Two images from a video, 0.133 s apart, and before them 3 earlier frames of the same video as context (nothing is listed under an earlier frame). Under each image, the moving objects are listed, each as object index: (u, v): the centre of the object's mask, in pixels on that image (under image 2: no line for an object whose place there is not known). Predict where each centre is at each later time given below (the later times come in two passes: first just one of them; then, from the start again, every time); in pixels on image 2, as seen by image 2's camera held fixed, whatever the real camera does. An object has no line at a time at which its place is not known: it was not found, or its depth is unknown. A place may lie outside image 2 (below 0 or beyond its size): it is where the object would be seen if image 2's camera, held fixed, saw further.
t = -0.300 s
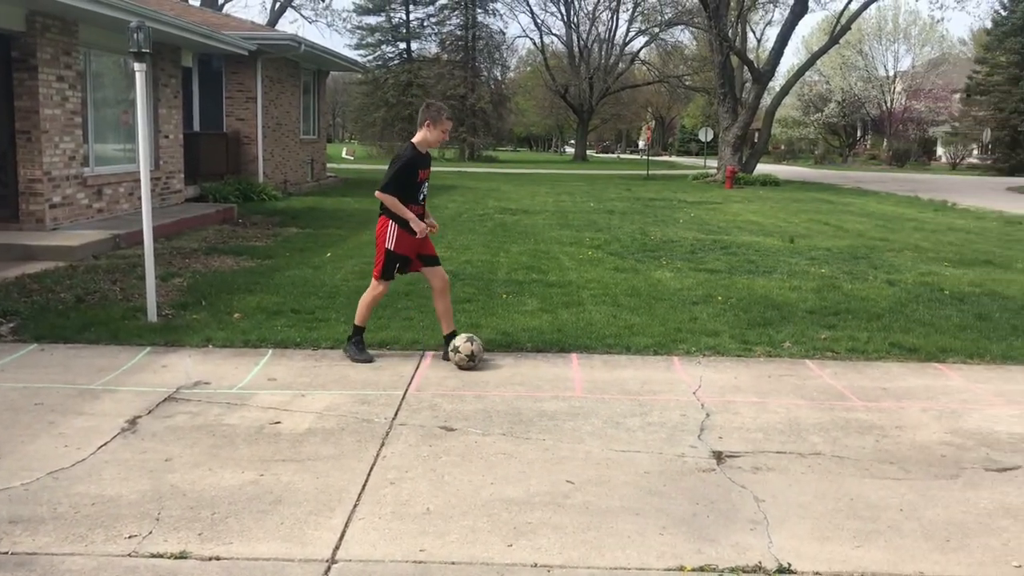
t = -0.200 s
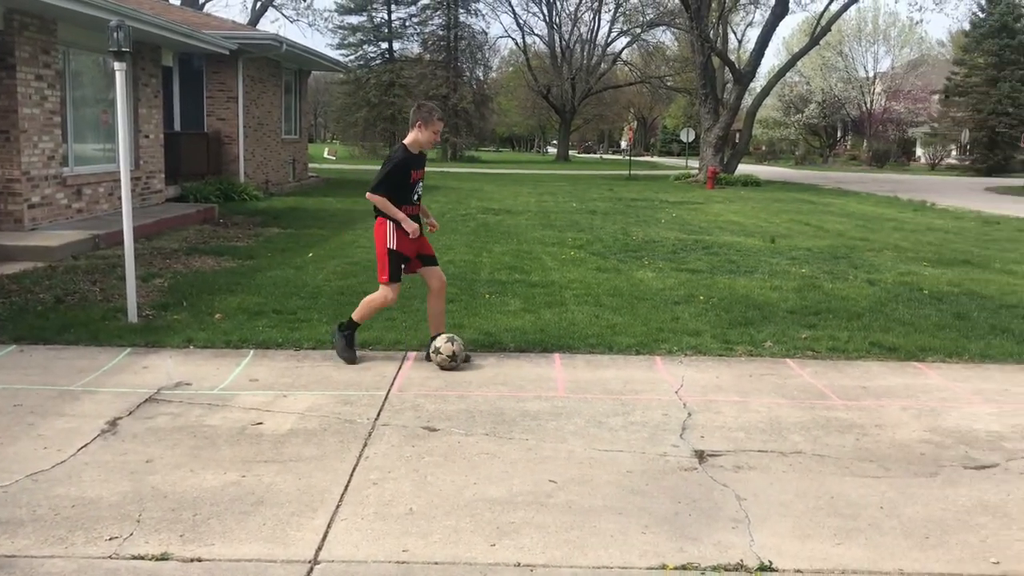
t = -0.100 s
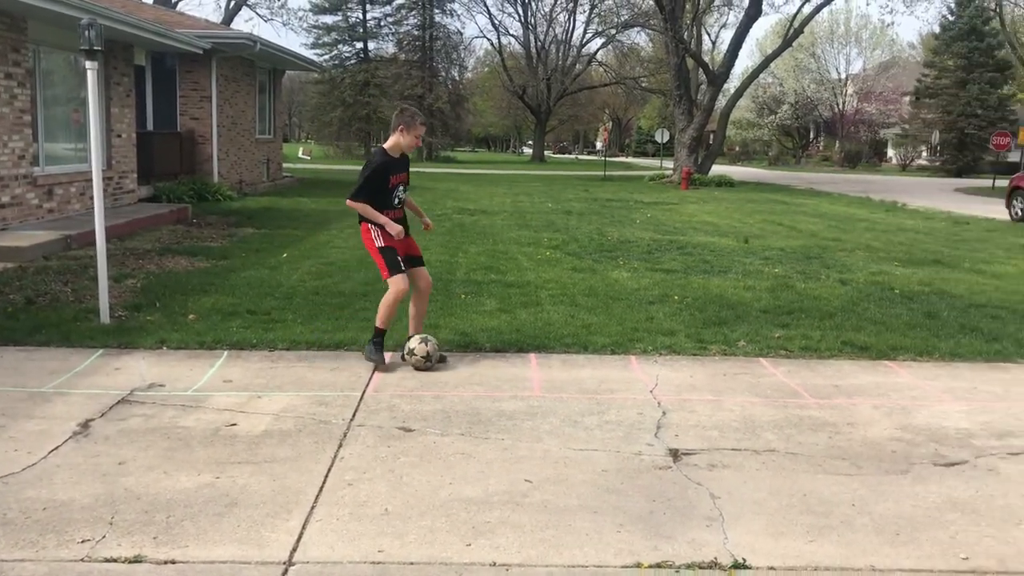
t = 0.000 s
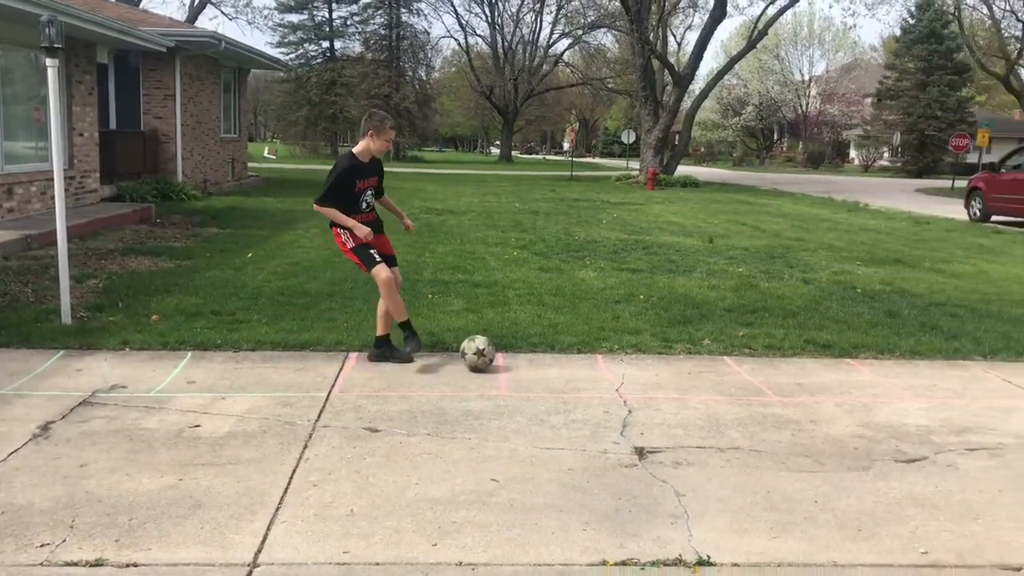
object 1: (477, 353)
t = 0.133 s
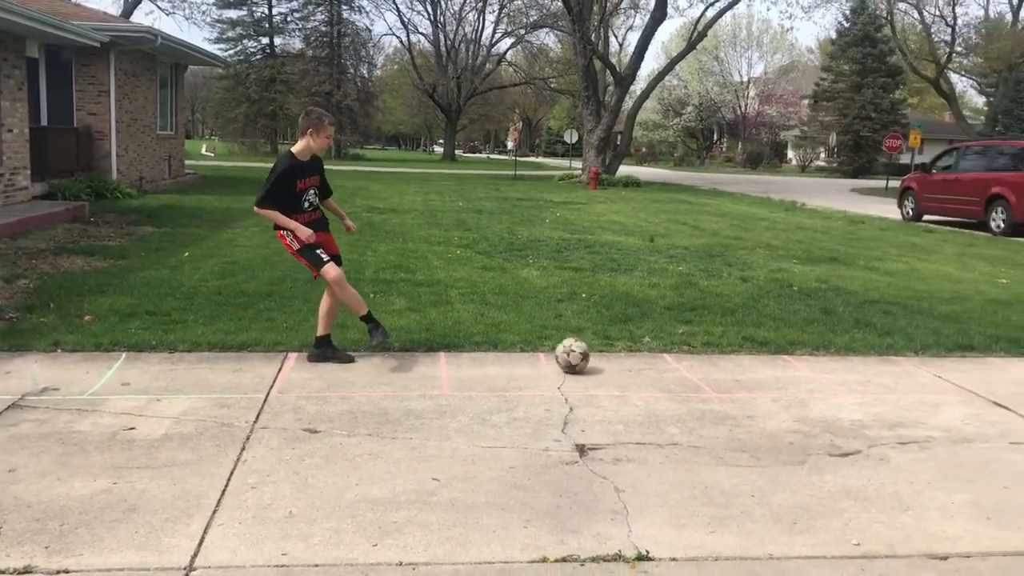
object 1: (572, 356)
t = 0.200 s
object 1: (640, 356)
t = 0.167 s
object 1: (607, 356)
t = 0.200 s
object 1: (640, 356)
